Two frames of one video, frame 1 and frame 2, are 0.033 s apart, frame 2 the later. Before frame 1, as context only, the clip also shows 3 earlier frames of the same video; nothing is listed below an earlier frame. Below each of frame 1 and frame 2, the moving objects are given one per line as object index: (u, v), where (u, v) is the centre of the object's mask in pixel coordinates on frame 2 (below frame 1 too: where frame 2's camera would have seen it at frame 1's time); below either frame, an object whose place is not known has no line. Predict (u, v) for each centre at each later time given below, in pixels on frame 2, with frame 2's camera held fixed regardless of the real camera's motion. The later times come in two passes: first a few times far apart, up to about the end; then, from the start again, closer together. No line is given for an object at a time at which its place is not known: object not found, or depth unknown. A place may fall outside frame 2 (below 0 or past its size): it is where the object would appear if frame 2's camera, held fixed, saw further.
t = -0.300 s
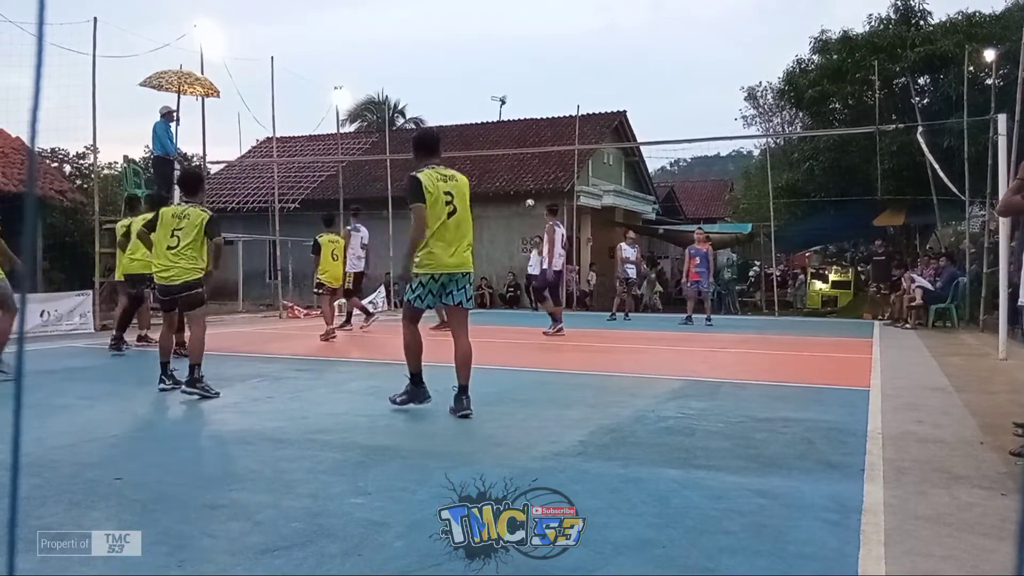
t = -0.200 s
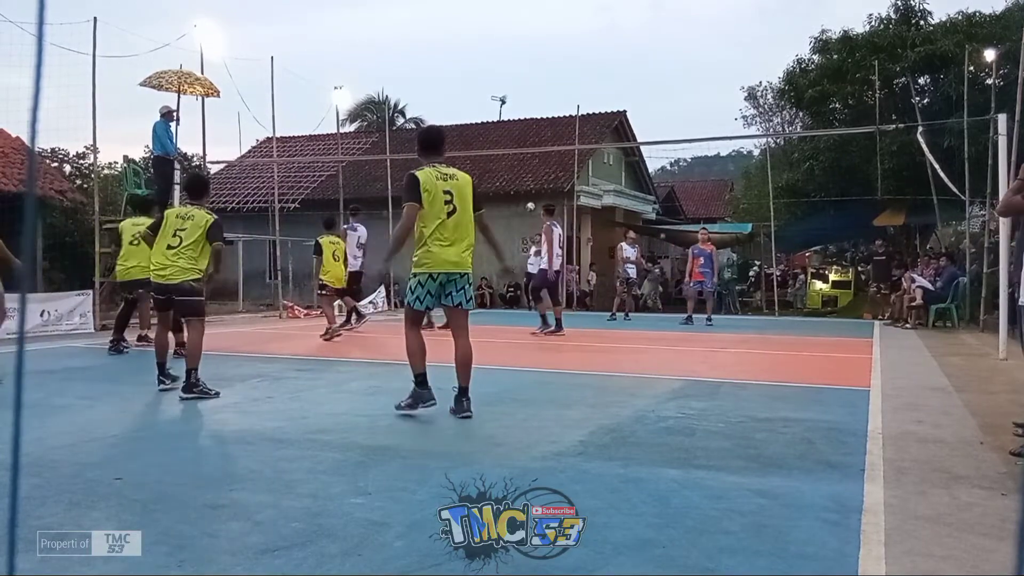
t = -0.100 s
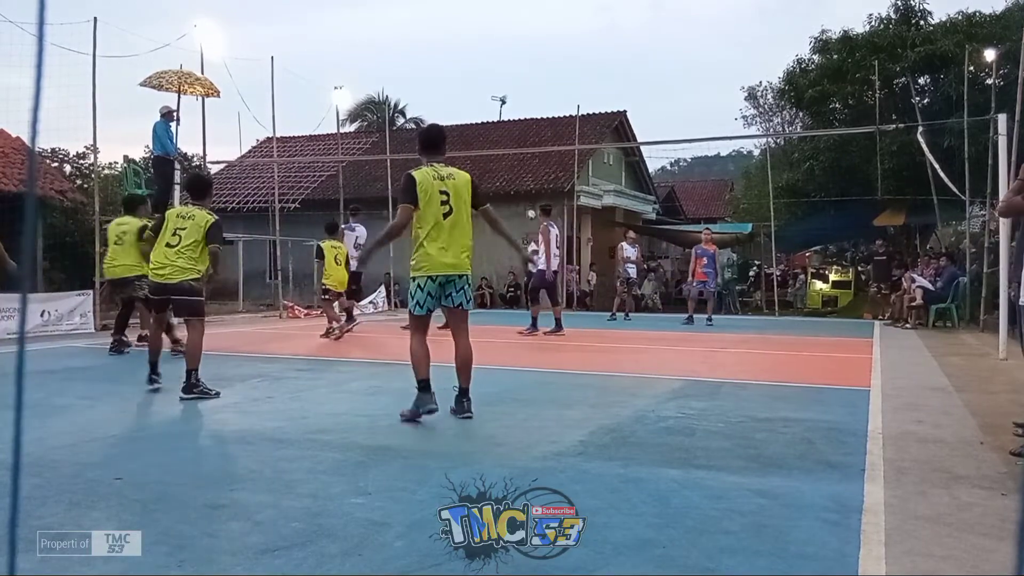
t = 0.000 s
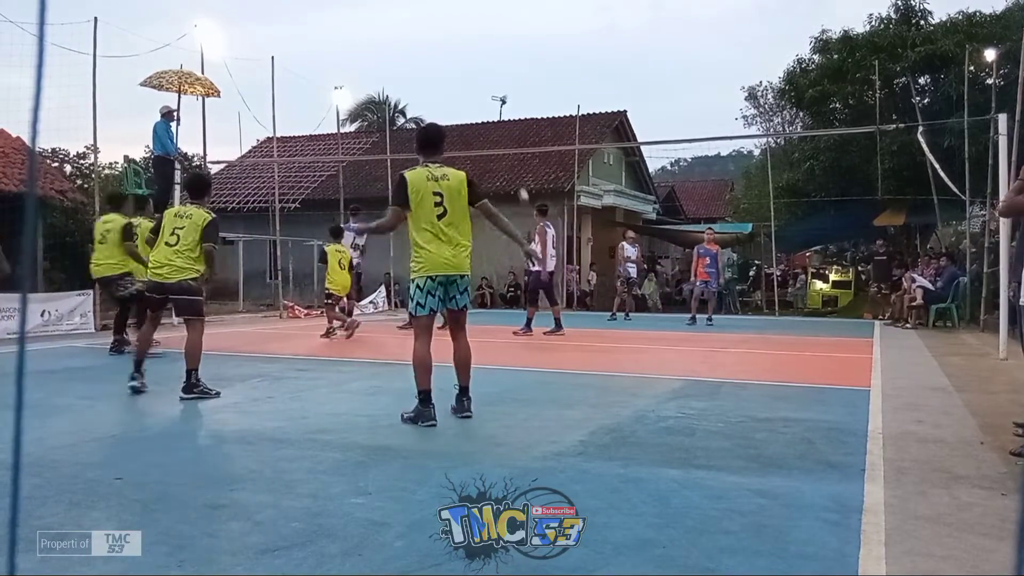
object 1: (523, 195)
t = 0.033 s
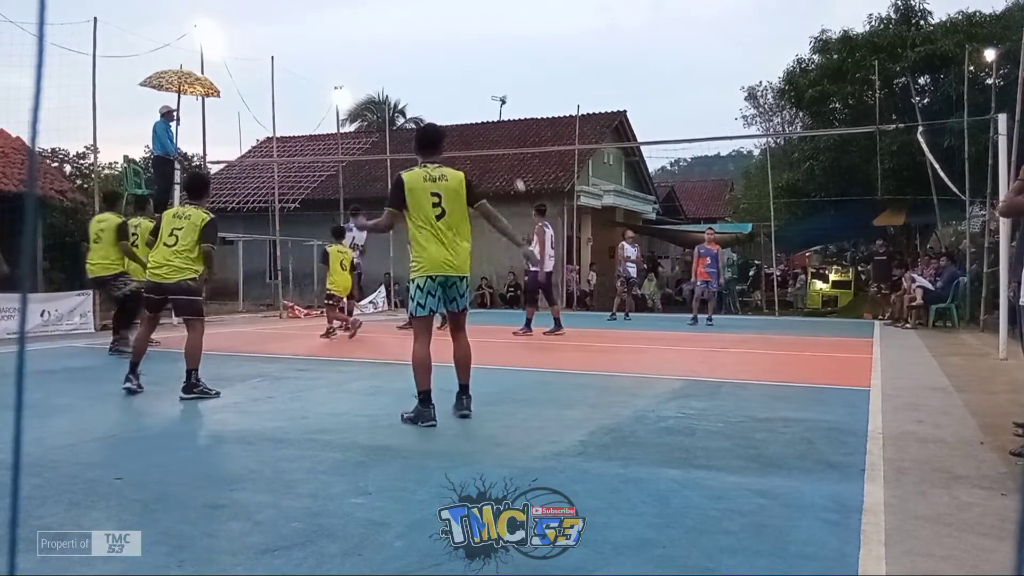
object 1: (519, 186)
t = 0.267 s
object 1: (490, 127)
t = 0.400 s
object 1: (470, 98)
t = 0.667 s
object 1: (410, 59)
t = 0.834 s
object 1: (353, 55)
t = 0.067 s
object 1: (516, 176)
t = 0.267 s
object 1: (490, 127)
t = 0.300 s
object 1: (485, 119)
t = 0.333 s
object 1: (481, 113)
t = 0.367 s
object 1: (475, 105)
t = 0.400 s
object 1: (470, 98)
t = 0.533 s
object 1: (444, 74)
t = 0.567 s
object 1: (437, 70)
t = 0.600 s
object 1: (429, 65)
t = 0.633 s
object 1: (420, 62)
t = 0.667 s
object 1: (410, 59)
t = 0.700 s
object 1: (401, 57)
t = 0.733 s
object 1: (390, 55)
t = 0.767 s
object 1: (378, 54)
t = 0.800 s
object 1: (366, 54)
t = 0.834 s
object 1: (353, 55)
